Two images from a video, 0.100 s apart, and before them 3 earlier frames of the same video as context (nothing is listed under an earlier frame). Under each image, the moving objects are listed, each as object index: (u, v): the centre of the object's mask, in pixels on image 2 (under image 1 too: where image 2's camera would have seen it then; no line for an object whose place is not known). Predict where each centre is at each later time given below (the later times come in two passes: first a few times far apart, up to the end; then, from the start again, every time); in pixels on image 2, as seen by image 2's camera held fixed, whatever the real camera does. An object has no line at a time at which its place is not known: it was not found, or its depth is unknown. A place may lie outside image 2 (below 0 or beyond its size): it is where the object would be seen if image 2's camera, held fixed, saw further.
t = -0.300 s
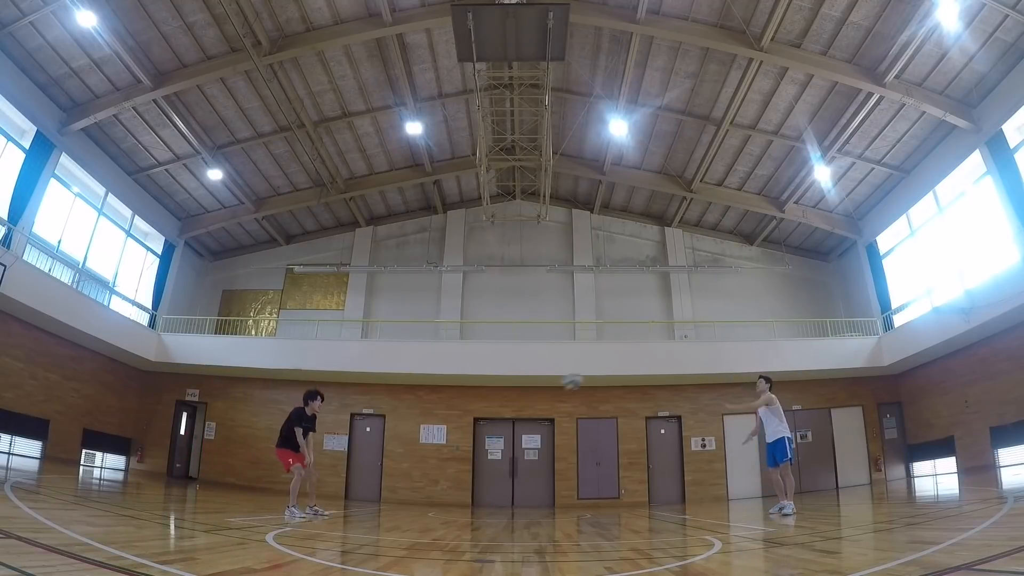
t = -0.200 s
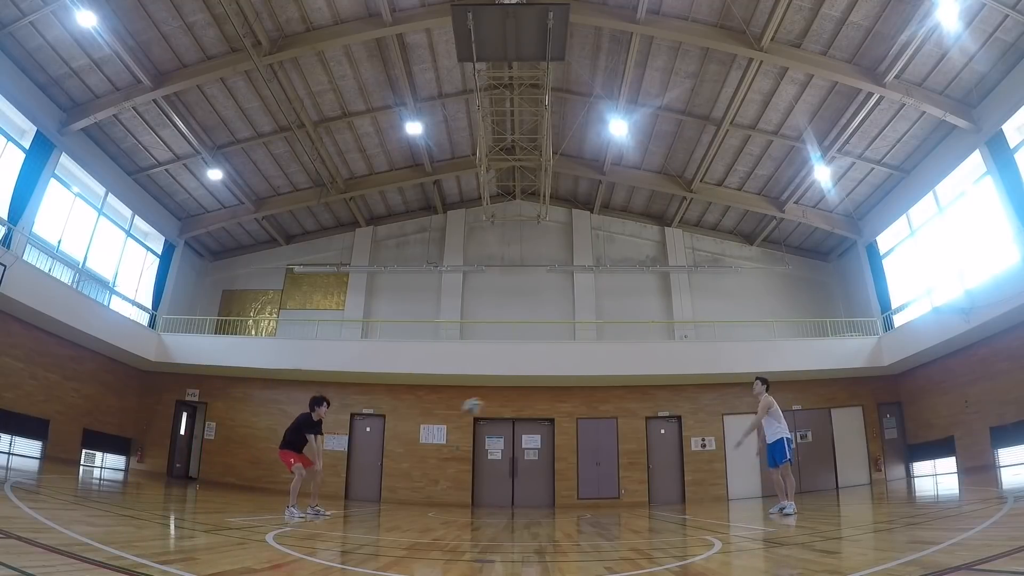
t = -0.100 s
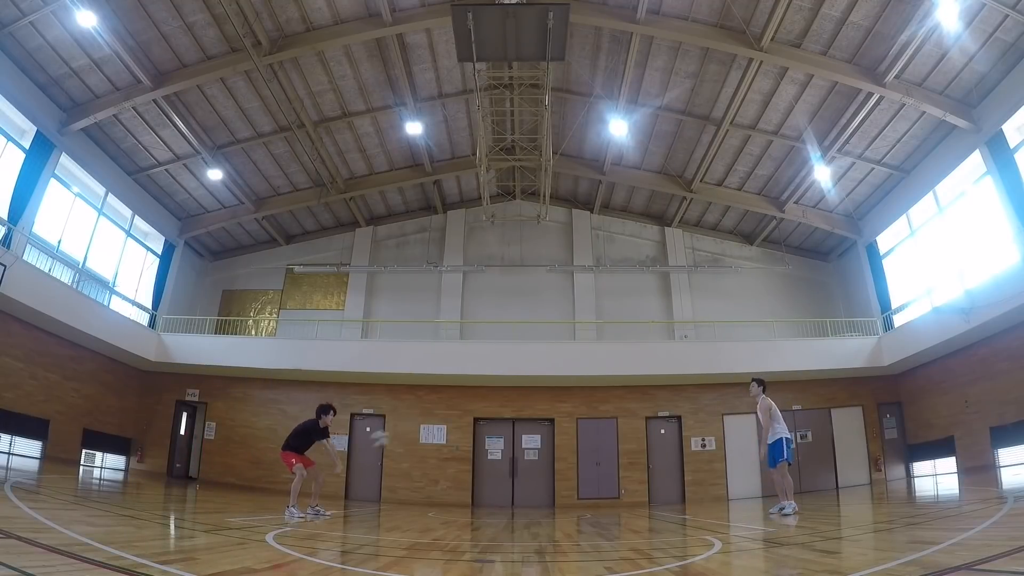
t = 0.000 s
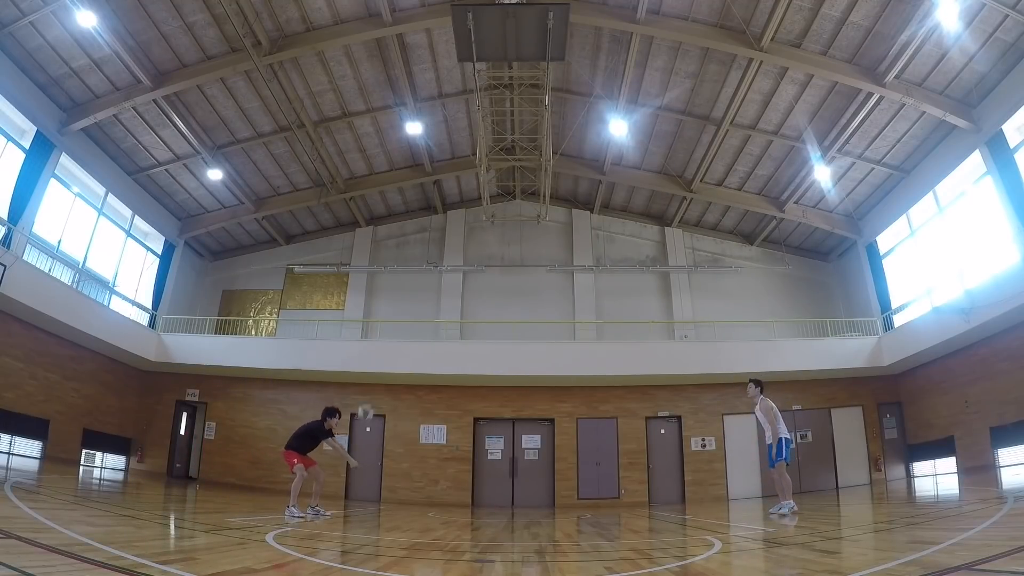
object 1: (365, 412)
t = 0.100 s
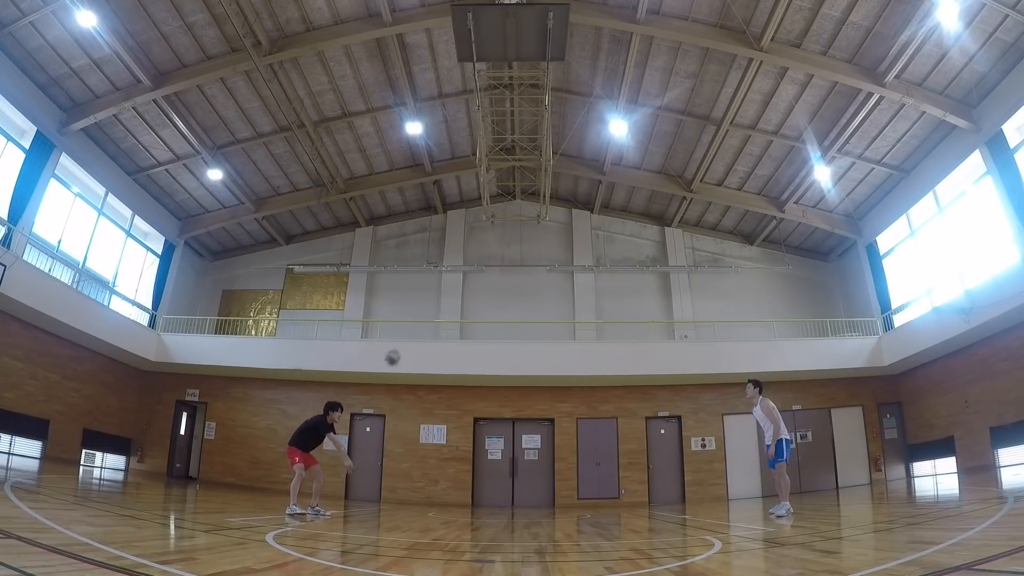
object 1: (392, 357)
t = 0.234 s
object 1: (426, 297)
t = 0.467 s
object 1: (479, 223)
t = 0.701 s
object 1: (526, 189)
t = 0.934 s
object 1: (571, 186)
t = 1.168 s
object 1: (620, 217)
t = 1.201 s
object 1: (628, 225)
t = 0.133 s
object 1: (400, 341)
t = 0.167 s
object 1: (409, 325)
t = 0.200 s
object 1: (417, 311)
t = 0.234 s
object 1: (426, 297)
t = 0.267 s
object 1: (434, 283)
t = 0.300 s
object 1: (442, 270)
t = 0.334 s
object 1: (449, 260)
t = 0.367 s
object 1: (457, 249)
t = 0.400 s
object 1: (464, 241)
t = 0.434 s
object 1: (473, 231)
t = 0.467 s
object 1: (479, 223)
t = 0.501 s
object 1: (486, 216)
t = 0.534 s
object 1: (491, 211)
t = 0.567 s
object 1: (500, 204)
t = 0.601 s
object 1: (506, 199)
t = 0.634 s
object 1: (513, 195)
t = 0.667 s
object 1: (519, 192)
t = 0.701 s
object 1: (526, 189)
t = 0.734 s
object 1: (532, 187)
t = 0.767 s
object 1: (539, 184)
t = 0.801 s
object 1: (545, 183)
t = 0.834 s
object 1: (551, 183)
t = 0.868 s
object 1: (558, 183)
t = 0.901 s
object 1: (565, 184)
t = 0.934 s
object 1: (571, 186)
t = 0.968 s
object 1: (577, 188)
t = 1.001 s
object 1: (584, 192)
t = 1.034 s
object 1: (591, 196)
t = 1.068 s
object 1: (598, 200)
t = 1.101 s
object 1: (605, 205)
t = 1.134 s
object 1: (613, 211)
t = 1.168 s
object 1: (620, 217)
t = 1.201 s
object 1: (628, 225)
